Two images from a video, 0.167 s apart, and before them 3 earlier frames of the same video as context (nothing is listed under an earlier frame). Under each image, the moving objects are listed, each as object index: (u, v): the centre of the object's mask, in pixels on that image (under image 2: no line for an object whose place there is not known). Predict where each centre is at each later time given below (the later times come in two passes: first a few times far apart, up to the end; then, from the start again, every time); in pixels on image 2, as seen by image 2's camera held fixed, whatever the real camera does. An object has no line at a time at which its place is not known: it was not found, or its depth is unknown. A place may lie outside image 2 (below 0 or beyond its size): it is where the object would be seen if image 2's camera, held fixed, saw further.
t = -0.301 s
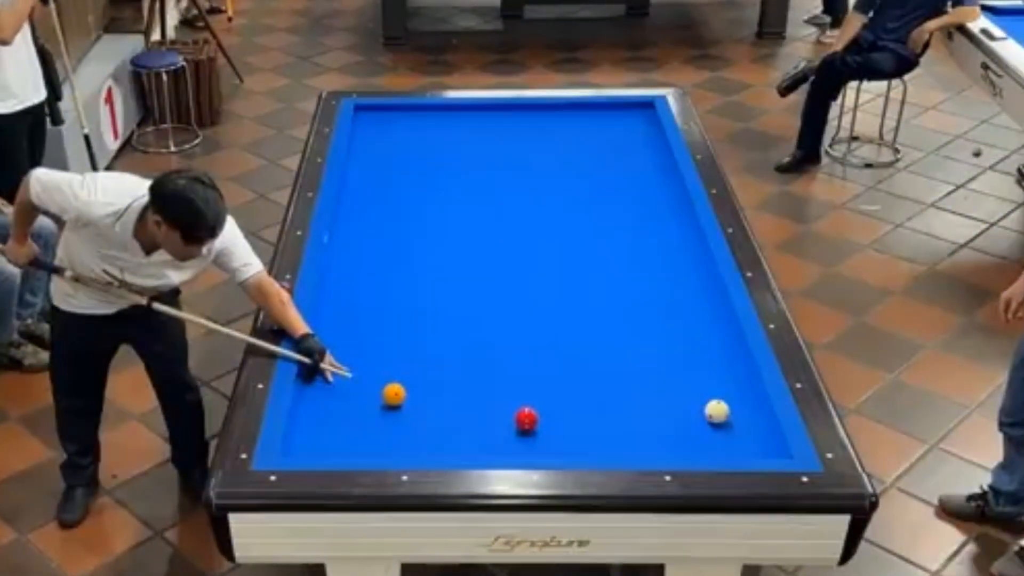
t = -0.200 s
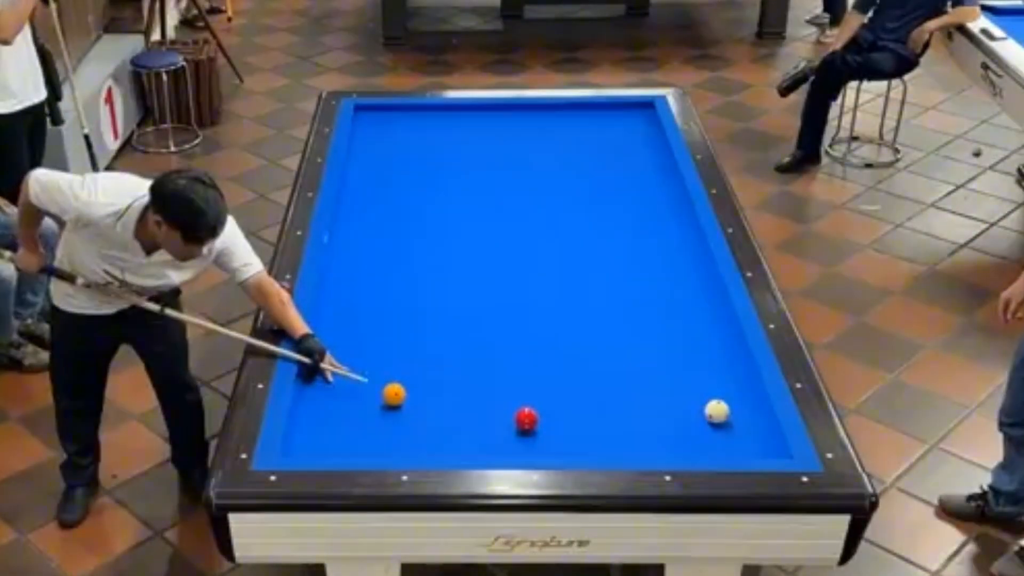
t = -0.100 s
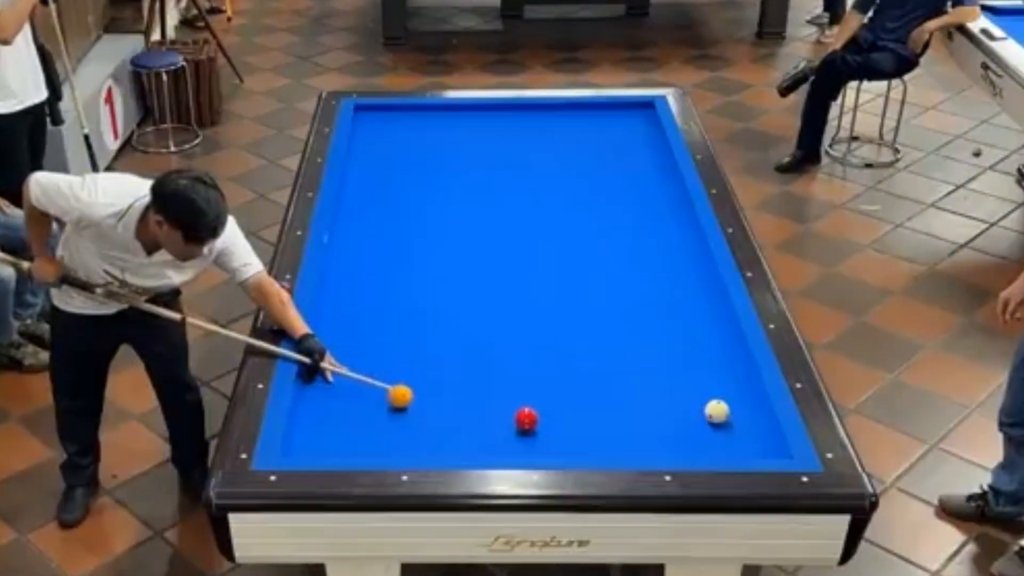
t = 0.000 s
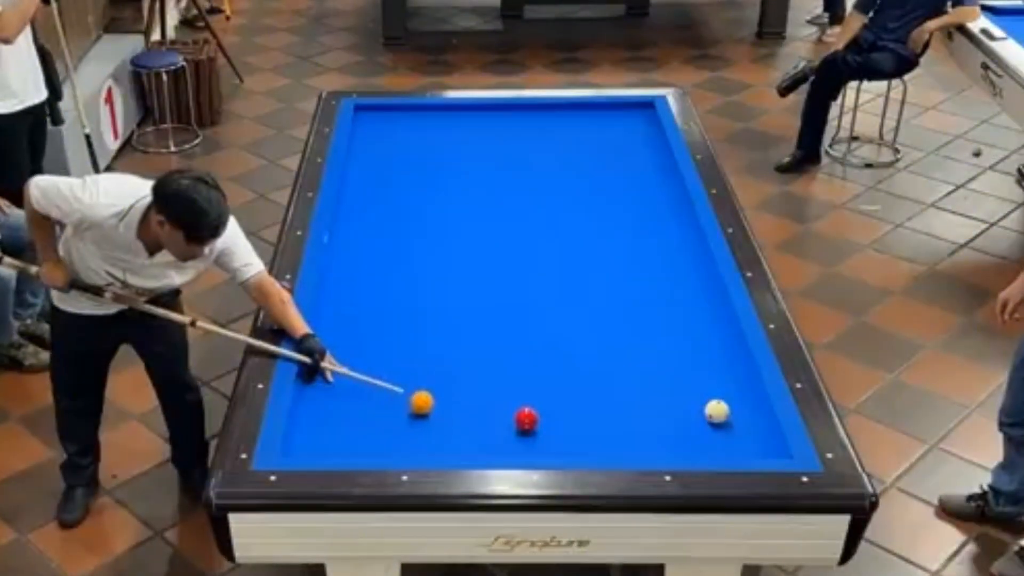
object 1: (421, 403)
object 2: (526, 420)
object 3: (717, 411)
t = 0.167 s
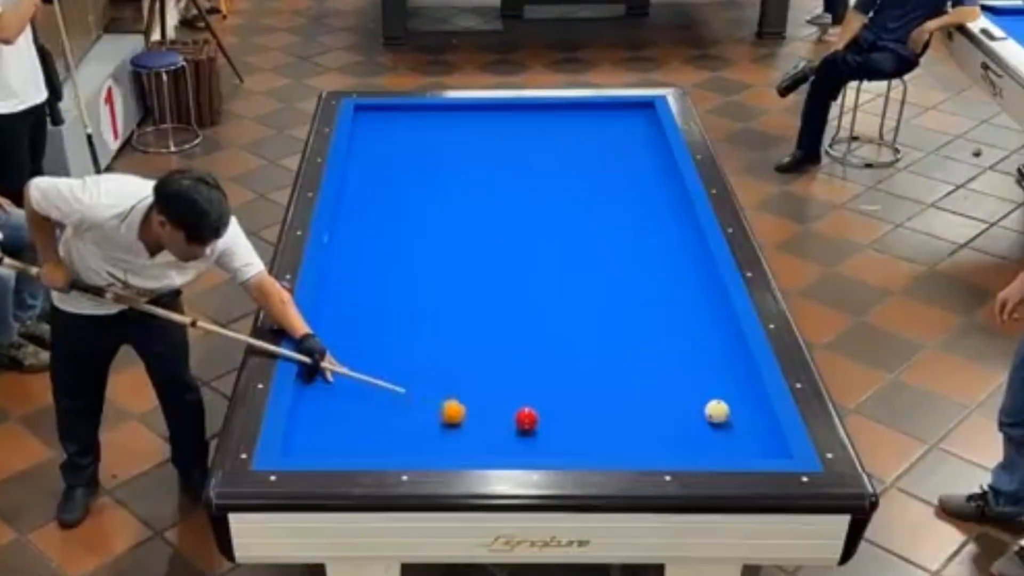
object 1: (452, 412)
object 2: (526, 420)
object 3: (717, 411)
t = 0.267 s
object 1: (471, 418)
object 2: (526, 420)
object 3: (717, 411)
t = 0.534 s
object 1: (519, 435)
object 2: (530, 417)
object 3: (717, 411)
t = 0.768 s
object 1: (554, 449)
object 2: (538, 414)
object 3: (717, 411)
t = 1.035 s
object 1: (594, 443)
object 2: (548, 410)
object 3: (717, 411)
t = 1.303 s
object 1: (634, 434)
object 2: (556, 407)
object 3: (717, 411)
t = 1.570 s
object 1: (672, 425)
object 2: (563, 405)
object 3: (717, 411)
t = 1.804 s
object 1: (699, 418)
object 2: (569, 403)
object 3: (721, 410)
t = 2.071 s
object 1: (707, 416)
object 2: (574, 401)
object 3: (743, 405)
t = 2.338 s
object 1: (713, 415)
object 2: (578, 399)
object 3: (754, 400)
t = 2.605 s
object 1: (719, 414)
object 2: (581, 398)
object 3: (742, 397)
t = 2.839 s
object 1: (724, 413)
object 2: (582, 398)
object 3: (734, 394)
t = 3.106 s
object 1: (728, 412)
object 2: (583, 398)
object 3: (723, 392)
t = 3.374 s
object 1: (730, 411)
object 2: (582, 398)
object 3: (715, 391)
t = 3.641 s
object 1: (732, 411)
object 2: (582, 398)
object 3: (707, 390)
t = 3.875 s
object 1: (732, 411)
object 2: (583, 398)
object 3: (702, 389)
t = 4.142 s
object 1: (732, 411)
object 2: (583, 398)
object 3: (698, 388)
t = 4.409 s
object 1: (732, 411)
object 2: (583, 398)
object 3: (694, 387)
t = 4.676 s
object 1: (733, 412)
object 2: (582, 398)
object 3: (692, 386)
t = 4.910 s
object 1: (732, 412)
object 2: (582, 398)
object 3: (691, 386)
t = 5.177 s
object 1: (733, 412)
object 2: (582, 398)
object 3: (691, 386)
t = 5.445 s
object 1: (733, 412)
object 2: (582, 398)
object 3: (691, 386)
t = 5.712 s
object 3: (691, 386)
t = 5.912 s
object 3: (691, 386)
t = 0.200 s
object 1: (459, 415)
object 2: (526, 420)
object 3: (717, 411)
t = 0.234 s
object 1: (465, 416)
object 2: (526, 420)
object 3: (717, 411)
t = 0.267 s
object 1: (471, 418)
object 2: (526, 420)
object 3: (717, 411)
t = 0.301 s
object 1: (478, 420)
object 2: (526, 420)
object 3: (717, 411)
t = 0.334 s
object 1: (484, 421)
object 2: (526, 420)
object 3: (717, 411)
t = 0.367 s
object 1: (490, 423)
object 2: (526, 420)
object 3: (717, 411)
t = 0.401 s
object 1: (496, 425)
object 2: (526, 420)
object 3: (717, 411)
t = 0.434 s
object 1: (503, 427)
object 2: (526, 420)
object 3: (717, 411)
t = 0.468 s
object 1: (508, 429)
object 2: (528, 419)
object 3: (717, 411)
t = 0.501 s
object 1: (513, 432)
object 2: (529, 418)
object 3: (717, 411)
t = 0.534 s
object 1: (519, 435)
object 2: (530, 417)
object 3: (717, 411)
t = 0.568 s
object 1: (524, 437)
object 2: (531, 416)
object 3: (717, 411)
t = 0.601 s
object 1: (528, 439)
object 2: (532, 416)
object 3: (717, 411)
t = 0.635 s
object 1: (534, 441)
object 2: (533, 417)
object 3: (717, 411)
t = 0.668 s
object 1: (539, 443)
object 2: (534, 416)
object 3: (717, 411)
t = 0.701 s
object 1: (544, 445)
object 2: (536, 416)
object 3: (717, 411)
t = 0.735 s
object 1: (549, 446)
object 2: (537, 415)
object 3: (717, 411)
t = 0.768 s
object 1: (554, 449)
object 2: (538, 414)
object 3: (717, 411)
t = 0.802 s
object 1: (559, 450)
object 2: (540, 413)
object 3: (717, 411)
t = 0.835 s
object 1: (564, 449)
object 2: (541, 413)
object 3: (717, 411)
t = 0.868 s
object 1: (569, 448)
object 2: (542, 413)
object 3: (717, 411)
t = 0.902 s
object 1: (574, 447)
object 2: (543, 412)
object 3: (717, 411)
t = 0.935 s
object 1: (579, 446)
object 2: (544, 411)
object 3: (717, 411)
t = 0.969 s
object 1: (585, 446)
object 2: (545, 411)
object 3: (717, 411)
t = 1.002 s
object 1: (590, 445)
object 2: (546, 411)
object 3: (717, 411)
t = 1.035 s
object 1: (594, 443)
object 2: (548, 410)
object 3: (717, 411)
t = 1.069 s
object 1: (601, 443)
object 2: (549, 410)
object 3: (717, 411)
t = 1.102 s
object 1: (605, 442)
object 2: (550, 410)
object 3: (717, 411)
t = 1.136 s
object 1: (610, 441)
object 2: (552, 409)
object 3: (717, 411)
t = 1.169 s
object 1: (614, 439)
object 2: (552, 409)
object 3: (717, 411)
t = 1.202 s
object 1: (620, 438)
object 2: (553, 409)
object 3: (717, 411)
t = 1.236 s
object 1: (624, 437)
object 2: (554, 408)
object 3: (717, 411)
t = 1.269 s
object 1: (629, 435)
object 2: (555, 407)
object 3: (717, 411)
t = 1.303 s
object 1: (634, 434)
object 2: (556, 407)
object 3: (717, 411)
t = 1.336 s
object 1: (638, 433)
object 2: (557, 407)
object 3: (717, 411)
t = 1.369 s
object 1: (643, 431)
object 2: (558, 406)
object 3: (717, 411)
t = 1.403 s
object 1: (648, 430)
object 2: (558, 406)
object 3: (717, 411)
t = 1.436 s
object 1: (653, 429)
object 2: (559, 406)
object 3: (717, 411)
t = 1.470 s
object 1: (658, 428)
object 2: (561, 406)
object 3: (717, 411)
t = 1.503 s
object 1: (663, 427)
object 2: (562, 406)
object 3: (717, 411)
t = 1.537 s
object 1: (667, 426)
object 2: (563, 406)
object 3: (717, 411)
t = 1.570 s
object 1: (672, 425)
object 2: (563, 405)
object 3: (717, 411)
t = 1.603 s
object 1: (676, 424)
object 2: (564, 405)
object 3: (717, 411)
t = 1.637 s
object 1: (681, 422)
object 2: (565, 404)
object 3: (717, 411)
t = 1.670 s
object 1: (685, 421)
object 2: (566, 404)
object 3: (717, 411)
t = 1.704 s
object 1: (690, 420)
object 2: (566, 404)
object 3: (717, 411)
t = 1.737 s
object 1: (694, 419)
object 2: (567, 403)
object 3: (718, 411)
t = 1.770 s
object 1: (697, 418)
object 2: (568, 403)
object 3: (718, 411)
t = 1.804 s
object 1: (699, 418)
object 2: (569, 403)
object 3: (721, 410)
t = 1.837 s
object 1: (700, 418)
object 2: (570, 403)
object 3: (724, 409)
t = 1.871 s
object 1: (701, 418)
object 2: (570, 402)
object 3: (727, 409)
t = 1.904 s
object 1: (701, 417)
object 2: (571, 402)
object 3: (730, 408)
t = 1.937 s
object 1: (703, 417)
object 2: (572, 402)
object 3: (733, 408)
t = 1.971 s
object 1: (704, 417)
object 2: (572, 401)
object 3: (735, 407)
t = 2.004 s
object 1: (704, 417)
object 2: (573, 401)
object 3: (738, 405)
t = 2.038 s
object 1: (706, 416)
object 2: (573, 401)
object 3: (741, 405)
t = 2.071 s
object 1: (707, 416)
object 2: (574, 401)
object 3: (743, 405)
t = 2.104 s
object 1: (708, 416)
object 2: (575, 401)
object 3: (746, 404)
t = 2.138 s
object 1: (709, 416)
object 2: (575, 400)
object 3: (748, 403)
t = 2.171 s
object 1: (709, 416)
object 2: (576, 401)
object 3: (751, 402)
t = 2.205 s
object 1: (711, 416)
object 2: (576, 400)
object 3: (753, 402)
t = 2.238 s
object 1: (711, 416)
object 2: (577, 400)
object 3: (756, 401)
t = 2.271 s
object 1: (713, 416)
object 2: (578, 400)
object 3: (758, 401)
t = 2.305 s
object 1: (713, 415)
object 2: (578, 400)
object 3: (756, 400)
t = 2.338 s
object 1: (713, 415)
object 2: (578, 399)
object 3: (754, 400)
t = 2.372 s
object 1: (715, 415)
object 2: (579, 399)
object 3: (753, 400)
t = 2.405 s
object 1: (716, 414)
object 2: (579, 399)
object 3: (752, 400)
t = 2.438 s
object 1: (716, 415)
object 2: (580, 399)
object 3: (750, 399)
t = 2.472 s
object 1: (717, 415)
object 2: (580, 399)
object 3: (748, 399)
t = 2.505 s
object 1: (717, 415)
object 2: (580, 399)
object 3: (747, 398)
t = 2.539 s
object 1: (718, 415)
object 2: (580, 399)
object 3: (745, 398)
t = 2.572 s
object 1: (718, 414)
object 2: (580, 398)
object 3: (744, 397)
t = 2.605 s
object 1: (719, 414)
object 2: (581, 398)
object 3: (742, 397)
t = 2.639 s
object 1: (720, 414)
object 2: (581, 398)
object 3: (741, 397)
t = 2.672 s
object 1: (720, 414)
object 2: (581, 398)
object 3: (740, 396)
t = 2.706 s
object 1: (721, 414)
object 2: (582, 398)
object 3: (738, 396)
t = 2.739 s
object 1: (722, 414)
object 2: (582, 398)
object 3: (737, 395)
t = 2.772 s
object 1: (722, 414)
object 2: (582, 398)
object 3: (736, 395)
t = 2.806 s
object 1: (723, 414)
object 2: (582, 398)
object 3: (735, 395)
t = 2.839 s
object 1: (724, 413)
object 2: (582, 398)
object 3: (734, 394)
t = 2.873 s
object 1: (724, 413)
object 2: (582, 398)
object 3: (732, 393)
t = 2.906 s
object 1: (725, 412)
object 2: (582, 398)
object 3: (730, 393)
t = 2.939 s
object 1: (725, 412)
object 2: (582, 398)
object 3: (730, 393)
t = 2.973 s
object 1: (726, 412)
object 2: (583, 398)
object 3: (728, 393)
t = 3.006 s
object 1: (726, 412)
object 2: (583, 398)
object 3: (727, 392)
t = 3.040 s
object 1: (727, 412)
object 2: (583, 398)
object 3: (725, 392)
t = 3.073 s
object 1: (727, 412)
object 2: (583, 398)
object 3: (724, 392)
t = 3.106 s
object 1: (728, 412)
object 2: (583, 398)
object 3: (723, 392)
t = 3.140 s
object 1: (728, 412)
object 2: (583, 398)
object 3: (722, 392)
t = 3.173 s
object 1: (729, 412)
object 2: (583, 398)
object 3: (722, 393)
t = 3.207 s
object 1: (729, 412)
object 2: (583, 398)
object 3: (721, 392)
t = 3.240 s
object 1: (729, 412)
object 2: (583, 398)
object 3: (720, 392)
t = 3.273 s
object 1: (730, 412)
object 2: (583, 398)
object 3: (717, 391)
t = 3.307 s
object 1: (730, 412)
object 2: (582, 398)
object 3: (716, 391)
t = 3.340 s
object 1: (730, 412)
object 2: (582, 398)
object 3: (716, 391)
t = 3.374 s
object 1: (730, 411)
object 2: (582, 398)
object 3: (715, 391)
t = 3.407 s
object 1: (731, 411)
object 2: (582, 398)
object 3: (714, 391)
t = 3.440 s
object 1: (731, 411)
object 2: (582, 398)
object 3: (713, 391)
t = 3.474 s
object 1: (731, 412)
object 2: (582, 398)
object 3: (712, 390)
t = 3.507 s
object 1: (731, 412)
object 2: (582, 398)
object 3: (711, 390)
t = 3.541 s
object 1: (731, 412)
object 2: (582, 398)
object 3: (710, 390)
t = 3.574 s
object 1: (731, 411)
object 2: (582, 398)
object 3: (709, 390)
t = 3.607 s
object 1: (732, 411)
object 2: (582, 398)
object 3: (708, 390)
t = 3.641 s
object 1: (732, 411)
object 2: (582, 398)
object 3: (707, 390)
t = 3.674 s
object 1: (732, 411)
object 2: (582, 398)
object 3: (707, 389)
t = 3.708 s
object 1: (732, 411)
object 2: (582, 398)
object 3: (706, 389)
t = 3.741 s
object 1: (732, 411)
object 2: (582, 398)
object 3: (705, 389)
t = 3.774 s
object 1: (732, 411)
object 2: (582, 398)
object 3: (704, 389)
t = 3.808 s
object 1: (732, 411)
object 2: (583, 398)
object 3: (703, 389)
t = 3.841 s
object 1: (732, 411)
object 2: (583, 398)
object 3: (703, 389)
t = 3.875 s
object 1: (732, 411)
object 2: (583, 398)
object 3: (702, 389)
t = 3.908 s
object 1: (732, 411)
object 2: (583, 398)
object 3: (702, 389)
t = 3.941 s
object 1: (732, 411)
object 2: (583, 398)
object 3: (701, 388)
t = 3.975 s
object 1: (732, 411)
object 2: (583, 398)
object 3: (700, 388)
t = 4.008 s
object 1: (732, 411)
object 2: (583, 398)
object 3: (700, 388)
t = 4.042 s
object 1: (732, 411)
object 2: (583, 398)
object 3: (699, 388)
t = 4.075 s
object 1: (732, 411)
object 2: (583, 398)
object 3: (699, 388)
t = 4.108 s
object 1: (732, 411)
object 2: (583, 398)
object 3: (698, 388)
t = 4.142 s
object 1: (732, 411)
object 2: (583, 398)
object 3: (698, 388)
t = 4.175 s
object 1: (732, 411)
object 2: (583, 398)
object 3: (697, 388)
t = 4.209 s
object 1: (732, 411)
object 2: (583, 398)
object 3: (697, 388)
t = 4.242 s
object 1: (732, 411)
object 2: (583, 398)
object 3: (696, 388)
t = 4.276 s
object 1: (732, 411)
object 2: (583, 398)
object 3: (696, 387)
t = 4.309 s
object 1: (732, 411)
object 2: (583, 398)
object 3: (696, 387)
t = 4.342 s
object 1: (732, 411)
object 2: (583, 398)
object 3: (696, 387)
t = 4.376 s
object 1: (732, 411)
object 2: (583, 398)
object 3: (695, 387)
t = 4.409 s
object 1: (732, 411)
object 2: (583, 398)
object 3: (694, 387)
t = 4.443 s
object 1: (732, 411)
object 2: (582, 398)
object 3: (694, 387)
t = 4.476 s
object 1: (733, 412)
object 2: (582, 398)
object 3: (694, 387)
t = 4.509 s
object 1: (733, 412)
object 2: (582, 398)
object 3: (694, 387)
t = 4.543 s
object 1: (733, 412)
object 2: (582, 398)
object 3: (694, 387)
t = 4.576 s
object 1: (733, 412)
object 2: (582, 398)
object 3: (693, 386)
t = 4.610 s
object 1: (733, 412)
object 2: (582, 398)
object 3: (693, 386)
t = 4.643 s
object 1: (733, 412)
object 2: (582, 398)
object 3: (693, 386)
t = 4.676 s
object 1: (733, 412)
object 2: (582, 398)
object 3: (692, 386)
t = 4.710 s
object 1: (733, 412)
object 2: (582, 398)
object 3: (692, 386)
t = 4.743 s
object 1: (733, 412)
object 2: (582, 398)
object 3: (692, 386)
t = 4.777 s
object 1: (733, 412)
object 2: (582, 398)
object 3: (692, 386)
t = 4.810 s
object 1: (733, 412)
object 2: (582, 398)
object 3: (691, 386)
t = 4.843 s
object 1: (733, 412)
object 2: (582, 398)
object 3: (691, 386)
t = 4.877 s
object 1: (732, 412)
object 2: (582, 398)
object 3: (691, 386)
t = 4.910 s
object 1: (732, 412)
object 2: (582, 398)
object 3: (691, 386)
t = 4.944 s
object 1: (732, 412)
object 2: (582, 398)
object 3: (691, 386)
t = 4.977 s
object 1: (733, 412)
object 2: (582, 398)
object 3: (691, 386)
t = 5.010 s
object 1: (733, 412)
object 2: (582, 398)
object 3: (691, 386)
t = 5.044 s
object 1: (733, 412)
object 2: (582, 398)
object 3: (691, 386)
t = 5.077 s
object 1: (733, 412)
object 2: (582, 398)
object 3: (691, 386)
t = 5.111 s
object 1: (733, 412)
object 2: (582, 398)
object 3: (691, 386)
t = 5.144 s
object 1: (733, 412)
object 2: (582, 398)
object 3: (691, 386)
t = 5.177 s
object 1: (733, 412)
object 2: (582, 398)
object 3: (691, 386)
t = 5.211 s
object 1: (733, 412)
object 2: (582, 398)
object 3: (691, 386)
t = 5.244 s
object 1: (733, 412)
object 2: (582, 398)
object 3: (691, 386)
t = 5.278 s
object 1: (733, 412)
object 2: (582, 398)
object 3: (691, 386)
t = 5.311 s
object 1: (733, 412)
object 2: (582, 398)
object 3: (691, 386)
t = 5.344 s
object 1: (733, 412)
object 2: (582, 398)
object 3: (691, 386)
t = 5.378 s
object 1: (733, 412)
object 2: (582, 398)
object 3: (691, 386)
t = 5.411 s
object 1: (733, 412)
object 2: (582, 398)
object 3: (691, 386)
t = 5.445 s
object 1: (733, 412)
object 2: (582, 398)
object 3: (691, 386)
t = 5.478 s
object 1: (733, 412)
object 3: (691, 386)
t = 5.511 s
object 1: (733, 412)
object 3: (691, 386)
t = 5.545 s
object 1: (733, 412)
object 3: (691, 386)
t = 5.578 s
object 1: (733, 412)
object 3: (691, 386)
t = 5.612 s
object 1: (733, 412)
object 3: (691, 386)
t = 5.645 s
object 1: (733, 412)
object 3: (691, 386)
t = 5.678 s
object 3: (691, 386)
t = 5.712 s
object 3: (691, 386)
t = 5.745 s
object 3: (691, 386)
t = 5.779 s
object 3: (691, 386)
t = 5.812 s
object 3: (691, 386)
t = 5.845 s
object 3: (691, 386)
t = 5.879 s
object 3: (691, 386)
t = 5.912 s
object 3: (691, 386)
